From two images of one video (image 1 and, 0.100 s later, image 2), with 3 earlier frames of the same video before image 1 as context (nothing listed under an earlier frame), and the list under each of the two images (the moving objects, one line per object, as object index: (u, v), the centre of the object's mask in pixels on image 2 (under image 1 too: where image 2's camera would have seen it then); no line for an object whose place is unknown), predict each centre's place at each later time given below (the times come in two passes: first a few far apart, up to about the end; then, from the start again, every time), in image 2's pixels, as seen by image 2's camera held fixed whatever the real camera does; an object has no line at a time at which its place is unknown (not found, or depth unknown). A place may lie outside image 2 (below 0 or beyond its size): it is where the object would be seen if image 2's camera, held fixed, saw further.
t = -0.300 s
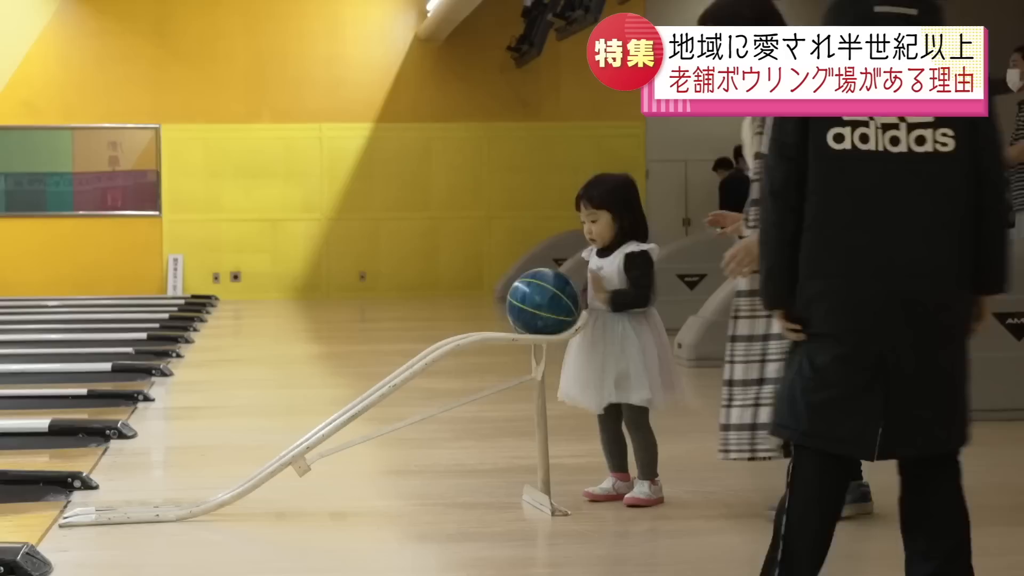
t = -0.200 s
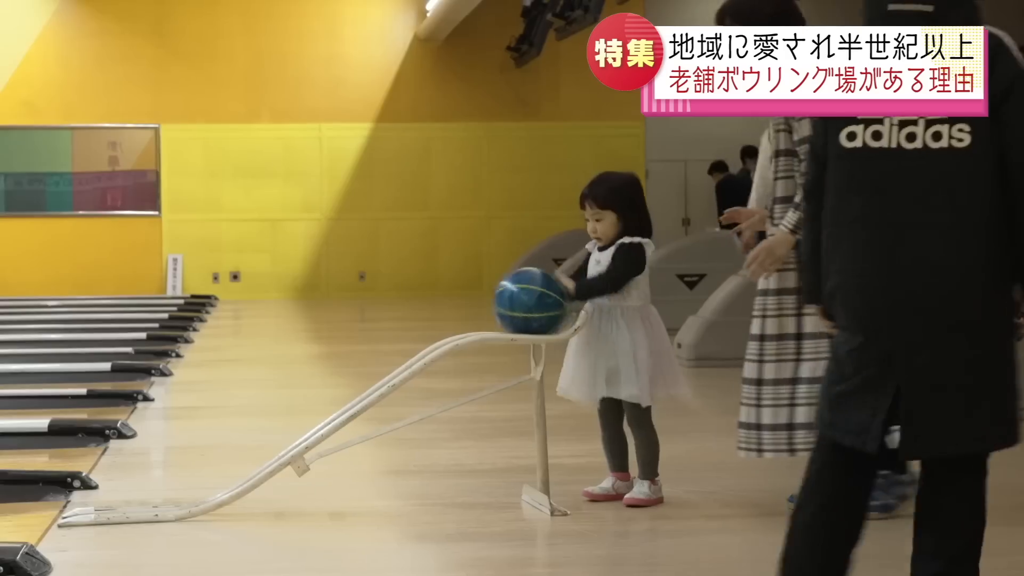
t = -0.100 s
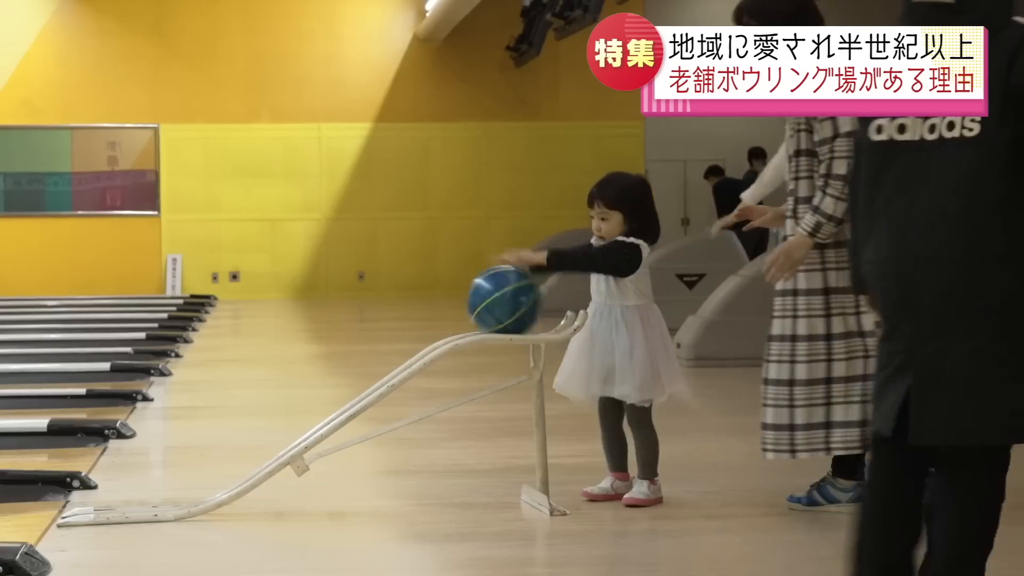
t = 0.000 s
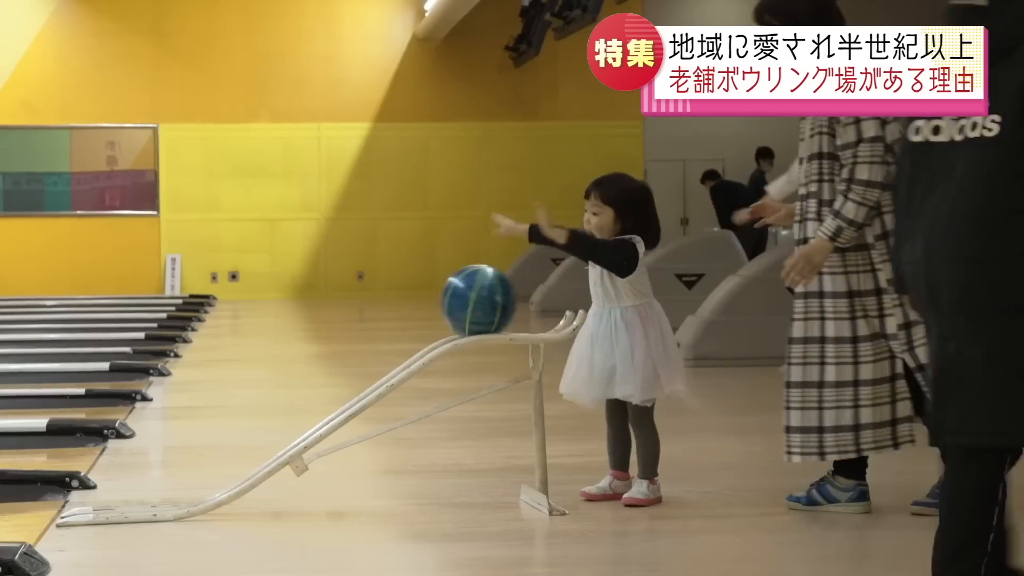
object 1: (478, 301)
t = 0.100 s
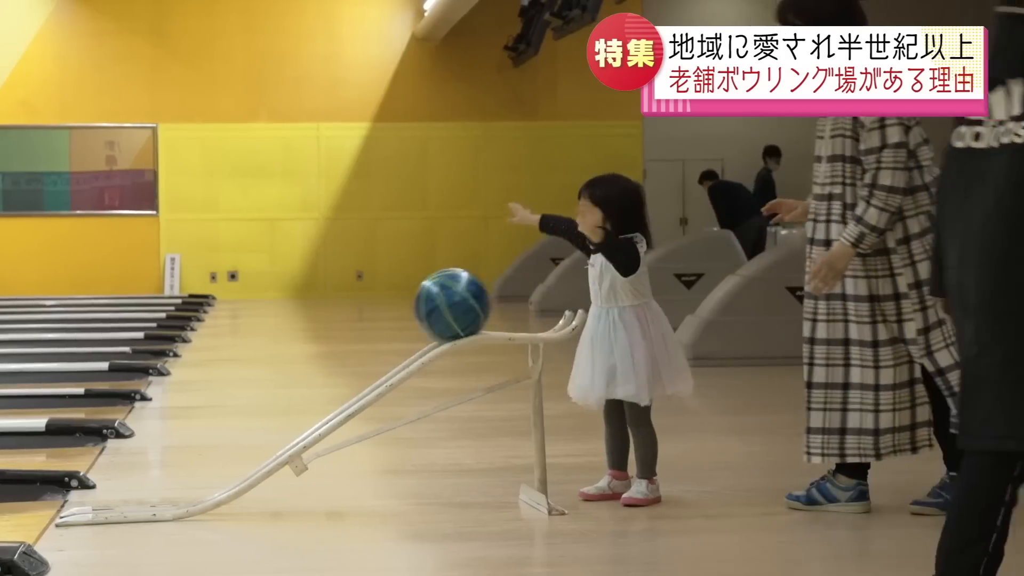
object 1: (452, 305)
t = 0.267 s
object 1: (398, 331)
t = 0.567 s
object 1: (210, 462)
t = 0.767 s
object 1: (32, 484)
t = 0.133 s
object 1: (443, 308)
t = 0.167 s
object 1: (433, 311)
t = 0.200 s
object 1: (422, 316)
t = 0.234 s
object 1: (410, 323)
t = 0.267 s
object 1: (398, 331)
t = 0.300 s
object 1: (384, 341)
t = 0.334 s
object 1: (368, 352)
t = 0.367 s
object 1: (351, 364)
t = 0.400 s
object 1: (332, 378)
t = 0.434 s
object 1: (311, 392)
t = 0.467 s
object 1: (289, 408)
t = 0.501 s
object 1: (265, 425)
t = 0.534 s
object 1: (239, 443)
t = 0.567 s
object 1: (210, 462)
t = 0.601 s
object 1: (180, 474)
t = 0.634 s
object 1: (147, 478)
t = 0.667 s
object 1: (115, 478)
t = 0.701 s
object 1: (82, 479)
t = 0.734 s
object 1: (51, 482)
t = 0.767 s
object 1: (32, 484)
